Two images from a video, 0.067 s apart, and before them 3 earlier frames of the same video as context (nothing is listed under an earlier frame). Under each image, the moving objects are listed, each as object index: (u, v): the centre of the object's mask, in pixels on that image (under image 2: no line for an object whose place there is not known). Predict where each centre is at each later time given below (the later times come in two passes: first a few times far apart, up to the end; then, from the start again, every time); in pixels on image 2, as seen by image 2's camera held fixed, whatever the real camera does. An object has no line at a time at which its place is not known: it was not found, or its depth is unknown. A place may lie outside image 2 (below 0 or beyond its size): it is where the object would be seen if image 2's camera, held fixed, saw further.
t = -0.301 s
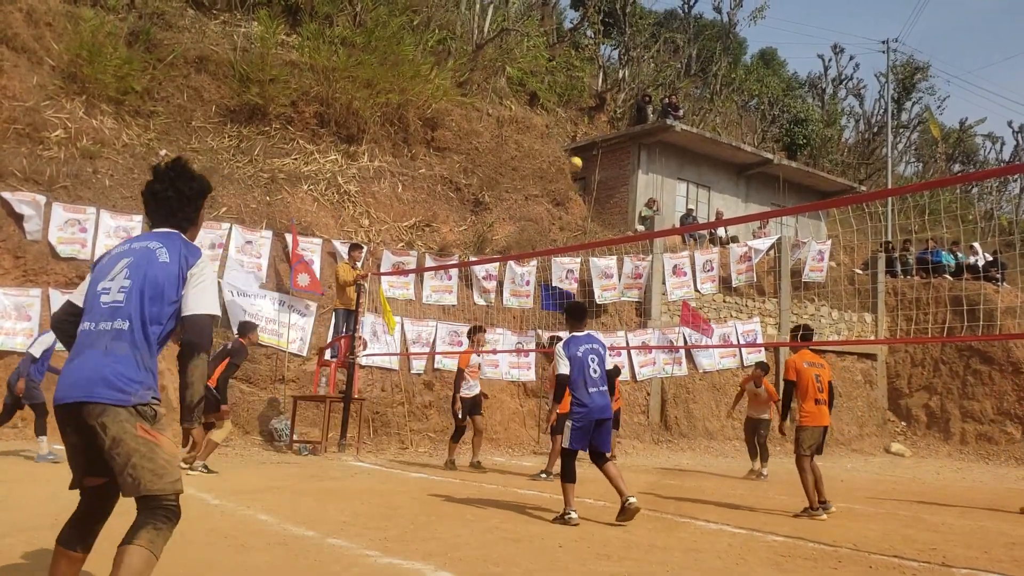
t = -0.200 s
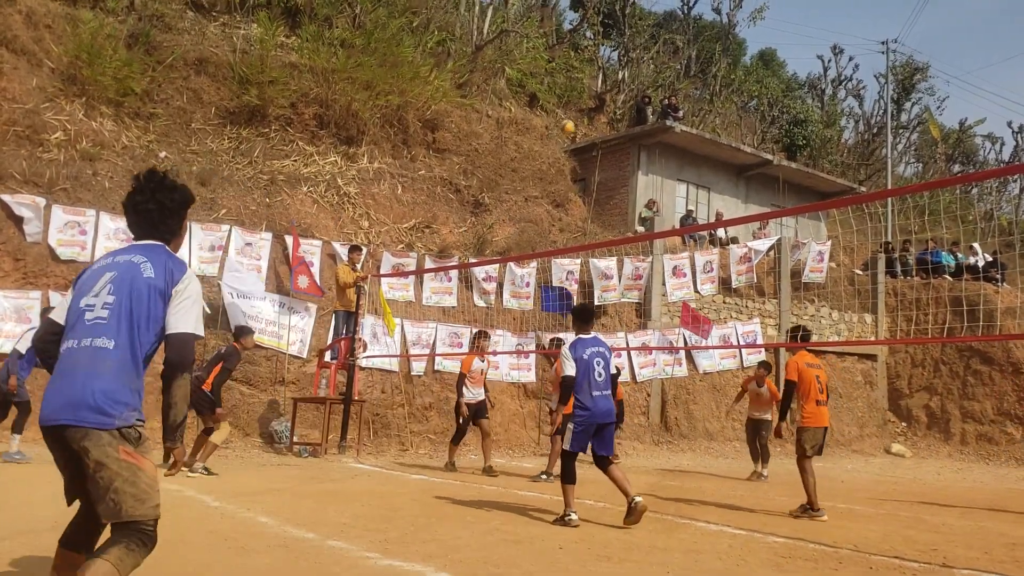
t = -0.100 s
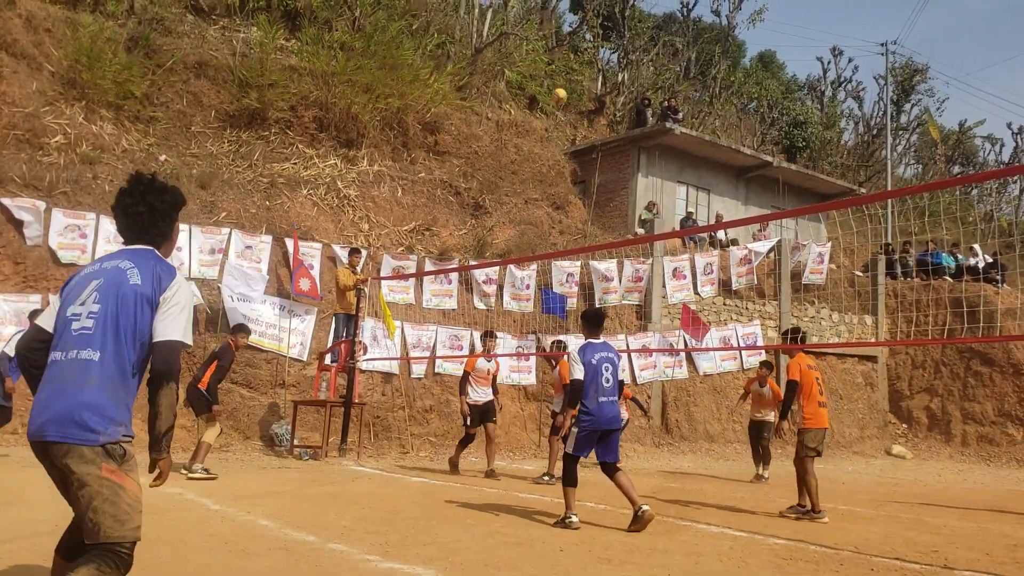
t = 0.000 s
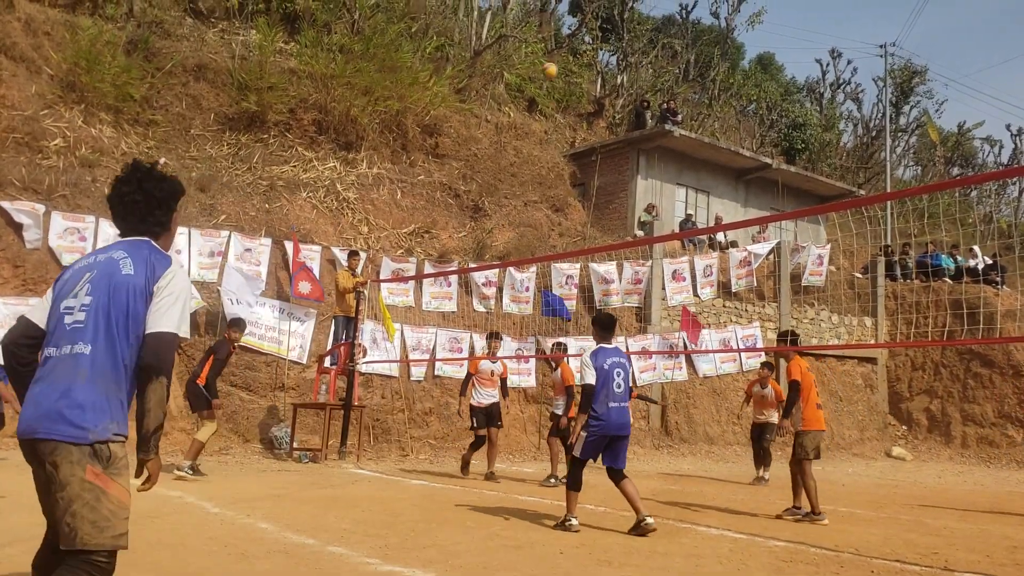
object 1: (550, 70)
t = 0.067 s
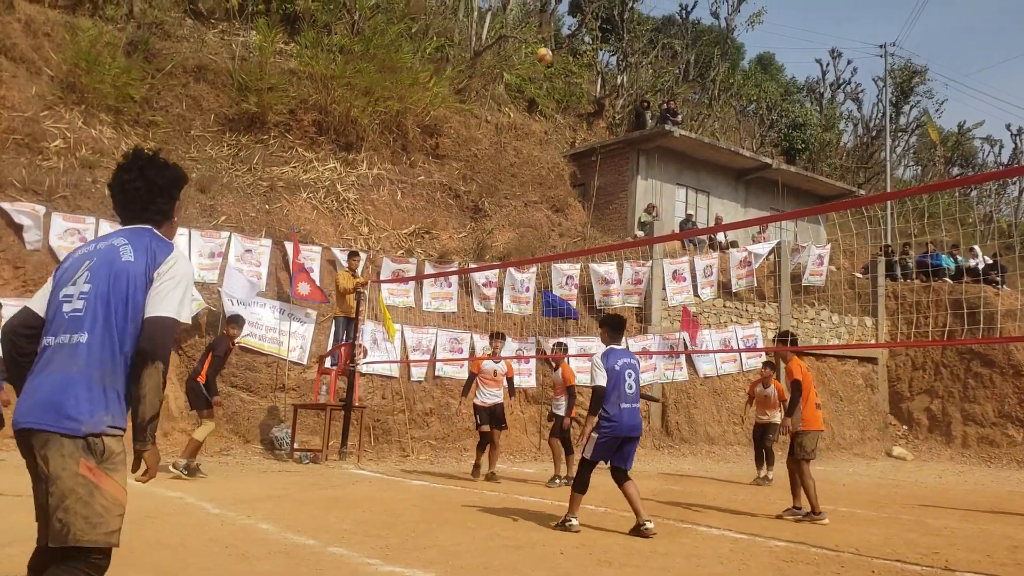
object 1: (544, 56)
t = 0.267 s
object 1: (525, 28)
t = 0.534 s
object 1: (500, 39)
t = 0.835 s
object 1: (474, 146)
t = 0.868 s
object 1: (469, 165)
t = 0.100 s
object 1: (541, 49)
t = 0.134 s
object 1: (537, 43)
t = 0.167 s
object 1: (535, 38)
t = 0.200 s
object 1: (532, 34)
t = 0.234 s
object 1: (529, 30)
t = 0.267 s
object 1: (525, 28)
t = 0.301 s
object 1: (522, 26)
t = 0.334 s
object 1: (518, 25)
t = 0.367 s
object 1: (515, 25)
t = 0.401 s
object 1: (512, 25)
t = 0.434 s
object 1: (510, 27)
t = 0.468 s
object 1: (506, 30)
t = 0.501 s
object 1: (503, 34)
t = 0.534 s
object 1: (500, 39)
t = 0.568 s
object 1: (497, 46)
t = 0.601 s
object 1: (494, 53)
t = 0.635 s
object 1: (490, 62)
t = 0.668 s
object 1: (489, 73)
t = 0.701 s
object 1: (486, 83)
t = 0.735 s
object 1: (482, 97)
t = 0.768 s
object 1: (480, 112)
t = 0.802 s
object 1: (476, 129)
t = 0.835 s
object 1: (474, 146)
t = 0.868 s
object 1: (469, 165)
